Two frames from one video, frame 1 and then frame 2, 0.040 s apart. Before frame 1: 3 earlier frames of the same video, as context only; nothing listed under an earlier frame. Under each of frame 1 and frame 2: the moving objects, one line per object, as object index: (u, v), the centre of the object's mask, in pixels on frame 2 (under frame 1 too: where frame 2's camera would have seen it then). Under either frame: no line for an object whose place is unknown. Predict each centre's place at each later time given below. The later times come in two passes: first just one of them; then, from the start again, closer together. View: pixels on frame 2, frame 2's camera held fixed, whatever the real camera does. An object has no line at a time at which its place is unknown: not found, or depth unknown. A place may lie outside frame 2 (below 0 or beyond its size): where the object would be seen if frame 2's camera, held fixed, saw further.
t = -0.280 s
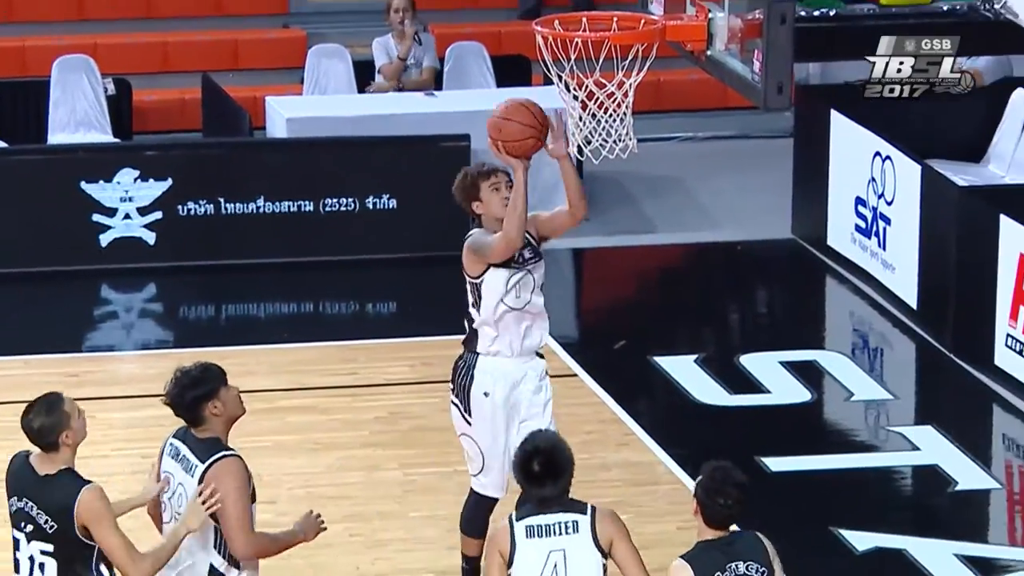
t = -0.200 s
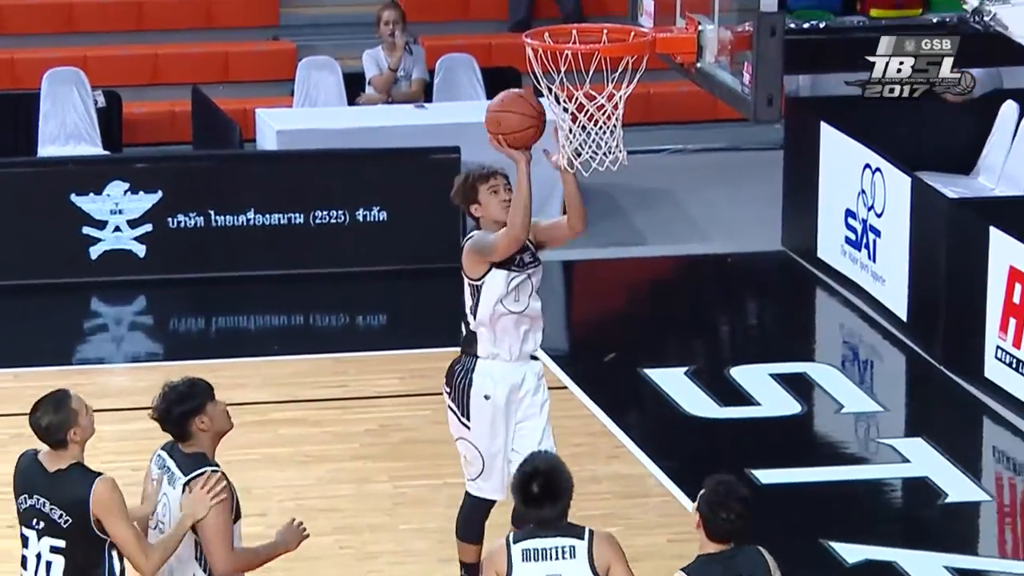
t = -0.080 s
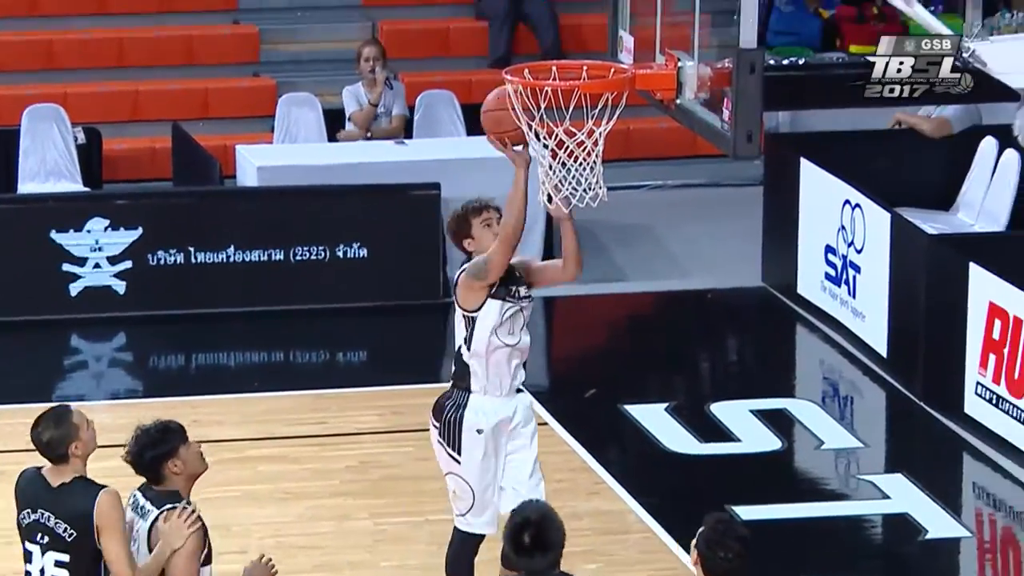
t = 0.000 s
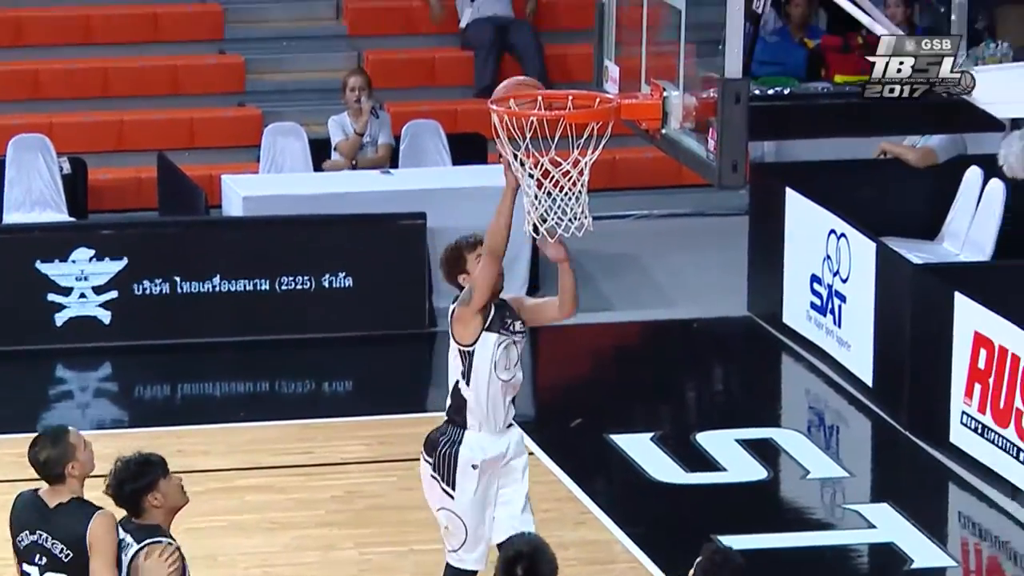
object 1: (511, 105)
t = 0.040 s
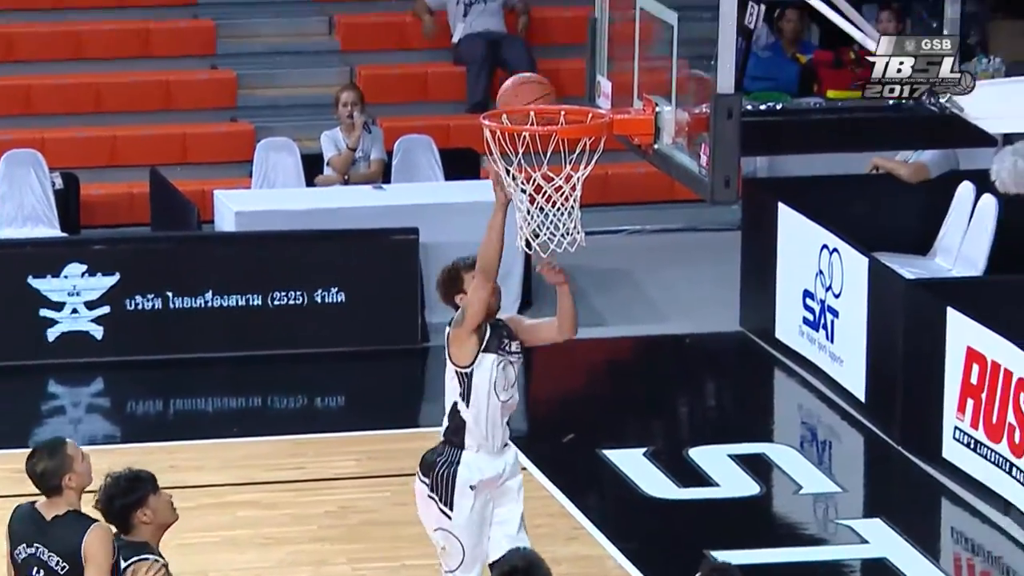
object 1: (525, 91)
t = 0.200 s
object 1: (581, 45)
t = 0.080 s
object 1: (539, 82)
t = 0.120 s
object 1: (553, 72)
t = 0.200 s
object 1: (581, 45)
